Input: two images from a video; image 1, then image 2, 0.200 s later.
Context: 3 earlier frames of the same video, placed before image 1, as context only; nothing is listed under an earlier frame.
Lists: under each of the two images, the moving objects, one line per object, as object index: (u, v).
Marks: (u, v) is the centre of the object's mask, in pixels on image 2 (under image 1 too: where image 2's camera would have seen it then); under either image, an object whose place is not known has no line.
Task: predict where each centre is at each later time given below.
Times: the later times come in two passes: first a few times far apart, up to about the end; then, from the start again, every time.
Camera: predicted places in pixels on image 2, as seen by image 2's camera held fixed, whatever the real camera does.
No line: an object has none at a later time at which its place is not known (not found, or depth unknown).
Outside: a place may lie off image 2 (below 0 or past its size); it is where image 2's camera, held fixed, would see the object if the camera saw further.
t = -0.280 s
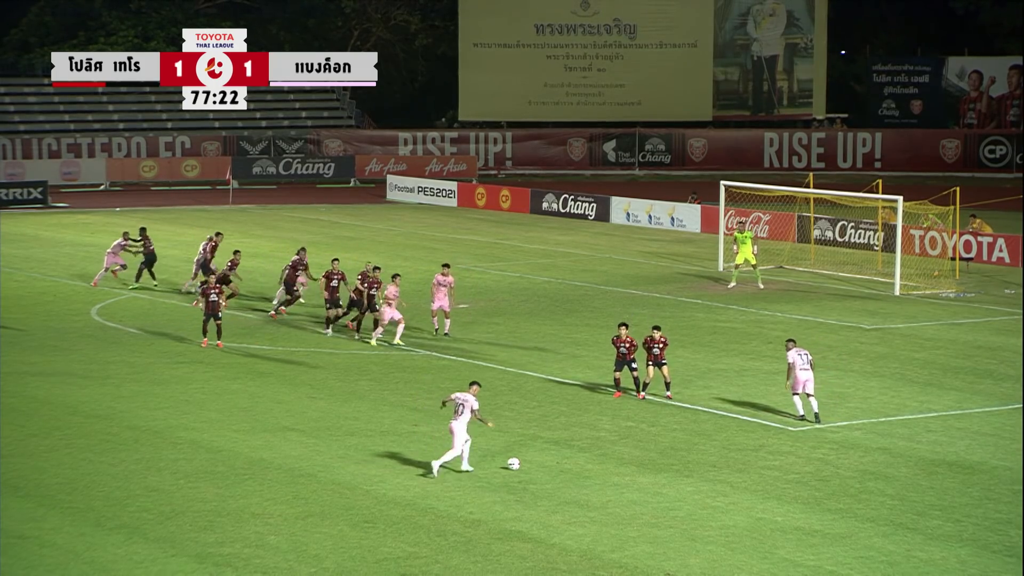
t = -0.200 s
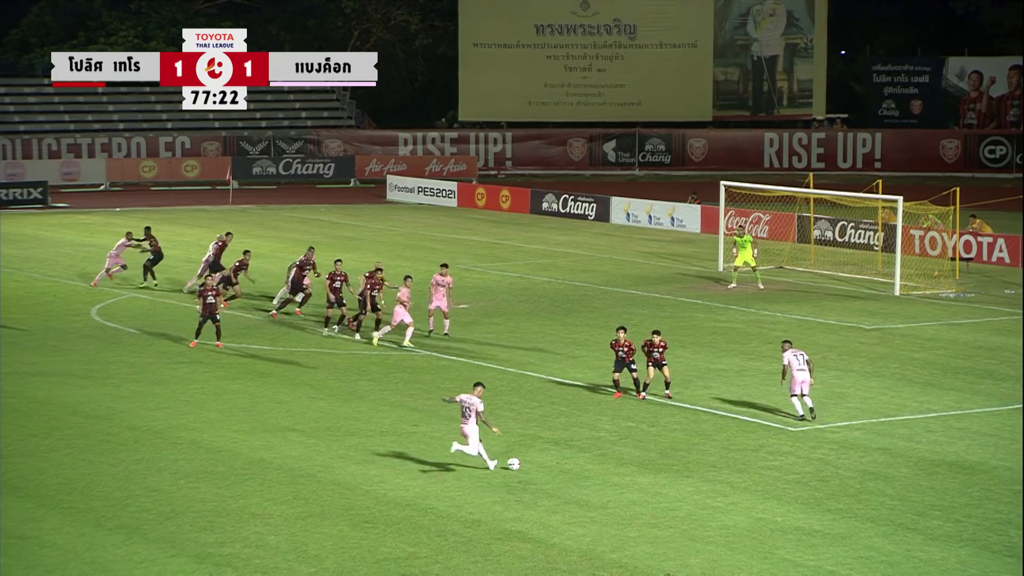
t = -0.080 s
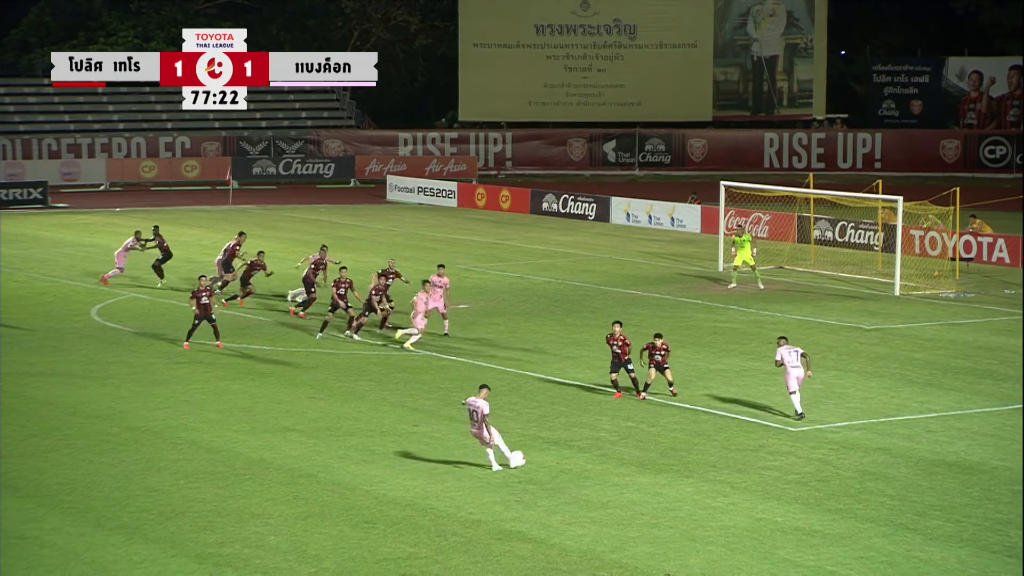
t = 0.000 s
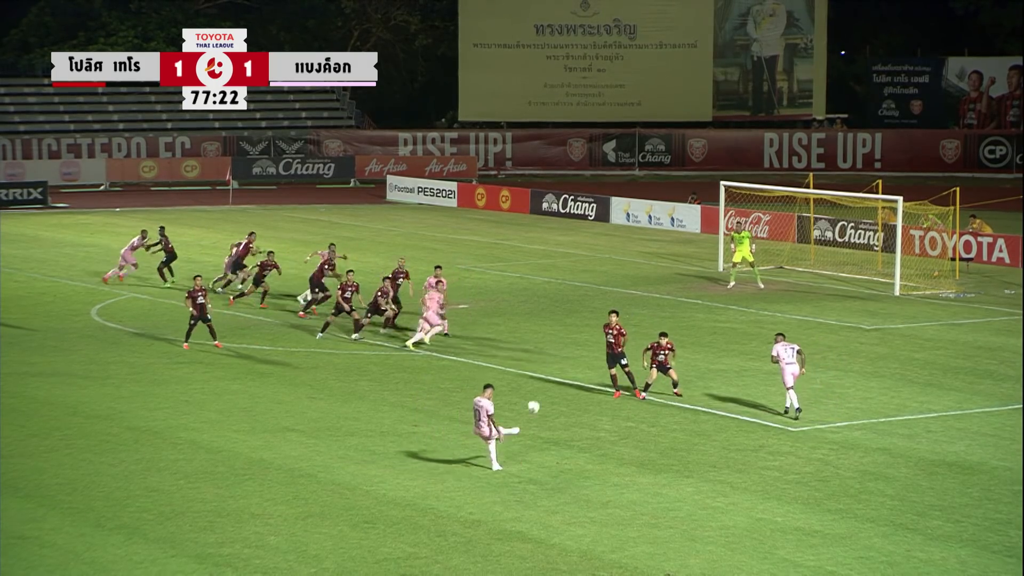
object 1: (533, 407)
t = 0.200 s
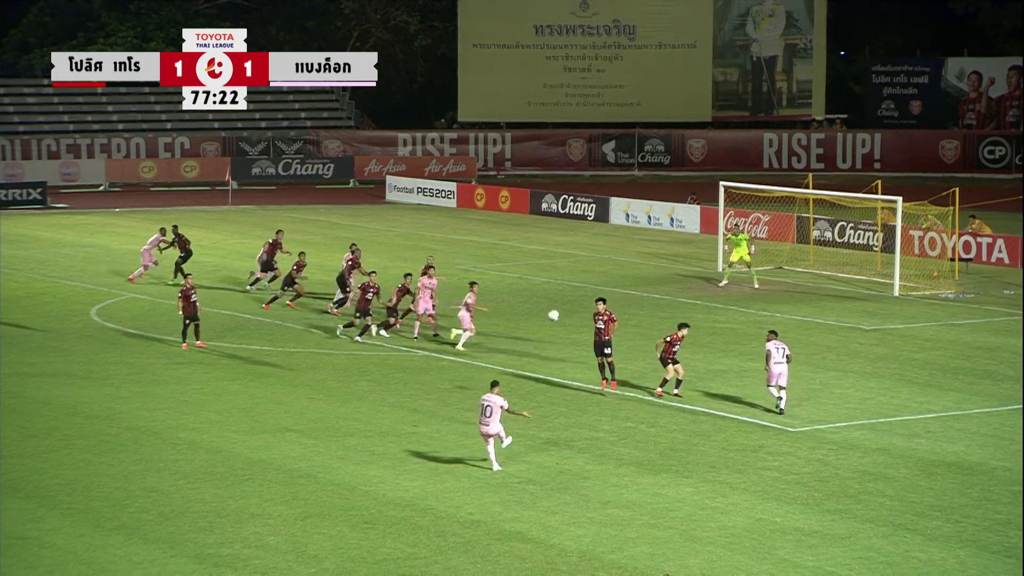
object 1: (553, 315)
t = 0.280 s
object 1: (556, 289)
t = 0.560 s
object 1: (544, 237)
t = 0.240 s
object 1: (555, 302)
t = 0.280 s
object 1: (556, 289)
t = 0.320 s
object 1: (556, 279)
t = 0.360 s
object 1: (555, 268)
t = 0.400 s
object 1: (554, 261)
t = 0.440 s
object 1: (552, 253)
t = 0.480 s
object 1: (550, 246)
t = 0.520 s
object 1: (548, 241)
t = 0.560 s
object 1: (544, 237)
